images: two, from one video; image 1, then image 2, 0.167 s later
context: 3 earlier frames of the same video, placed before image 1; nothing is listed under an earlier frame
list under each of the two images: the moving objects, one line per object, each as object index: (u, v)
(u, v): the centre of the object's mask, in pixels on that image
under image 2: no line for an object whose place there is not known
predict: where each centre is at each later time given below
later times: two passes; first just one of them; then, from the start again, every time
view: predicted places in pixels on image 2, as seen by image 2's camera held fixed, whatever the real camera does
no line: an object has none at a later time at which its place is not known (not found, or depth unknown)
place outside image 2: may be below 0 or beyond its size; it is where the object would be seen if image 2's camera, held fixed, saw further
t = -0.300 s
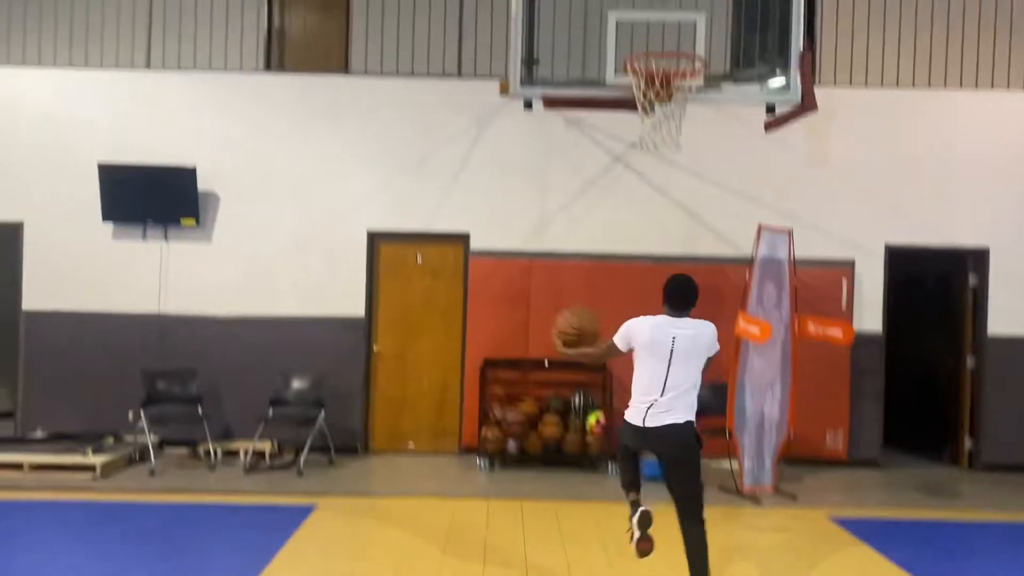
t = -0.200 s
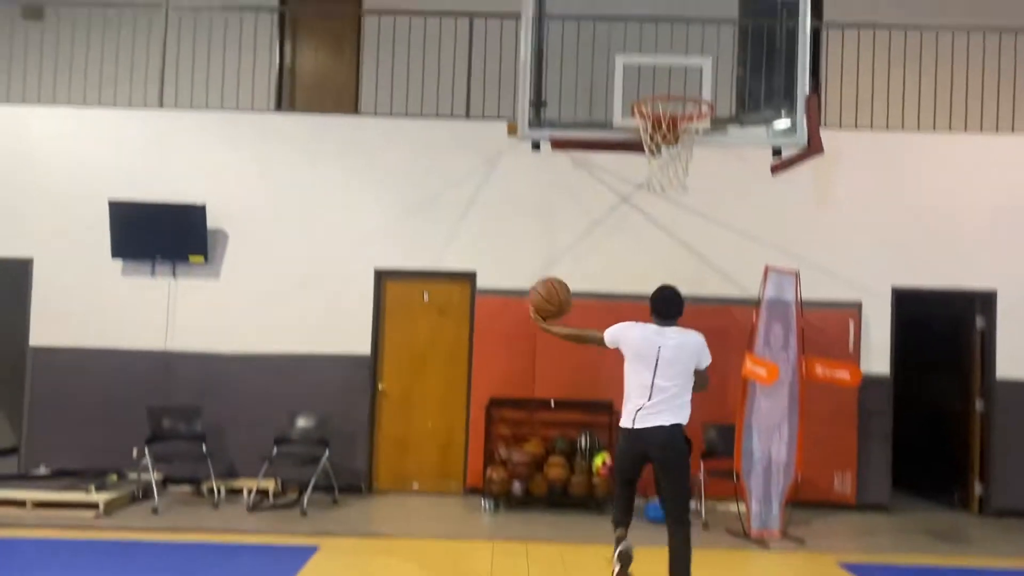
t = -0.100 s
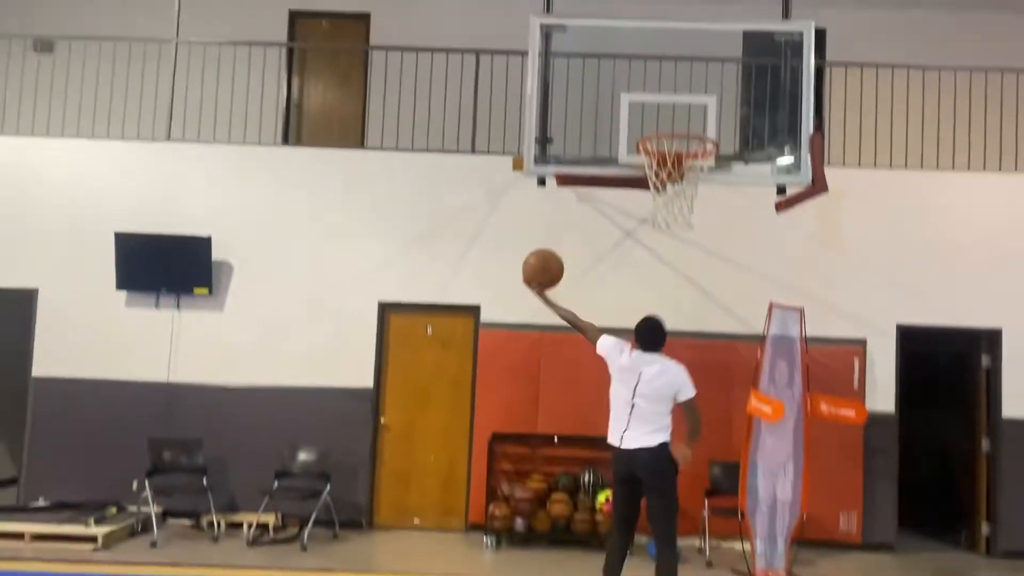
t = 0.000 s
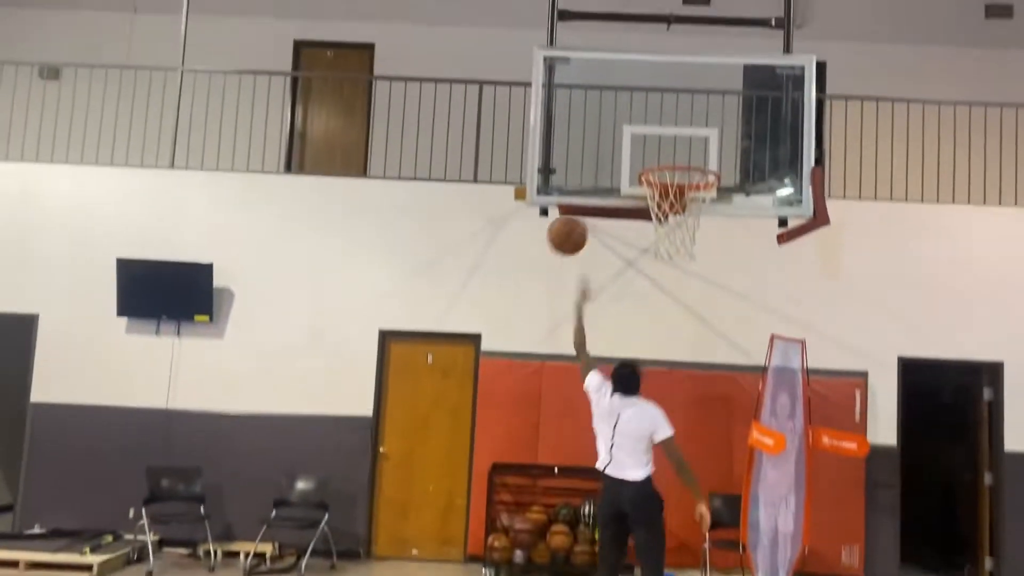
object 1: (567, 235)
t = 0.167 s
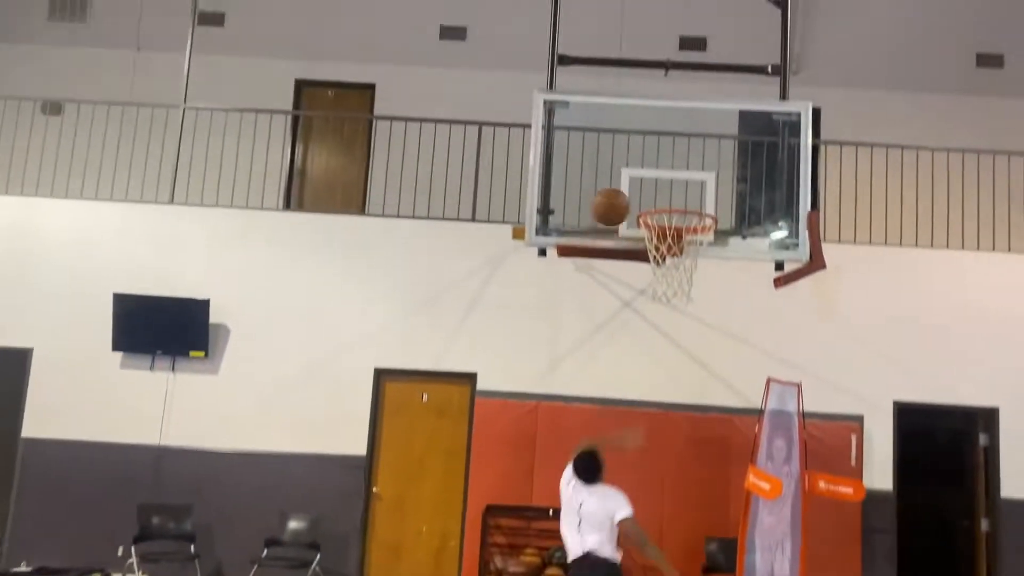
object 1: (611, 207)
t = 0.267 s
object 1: (636, 188)
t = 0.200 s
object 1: (619, 199)
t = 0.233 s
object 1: (628, 193)
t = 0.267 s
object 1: (636, 188)
